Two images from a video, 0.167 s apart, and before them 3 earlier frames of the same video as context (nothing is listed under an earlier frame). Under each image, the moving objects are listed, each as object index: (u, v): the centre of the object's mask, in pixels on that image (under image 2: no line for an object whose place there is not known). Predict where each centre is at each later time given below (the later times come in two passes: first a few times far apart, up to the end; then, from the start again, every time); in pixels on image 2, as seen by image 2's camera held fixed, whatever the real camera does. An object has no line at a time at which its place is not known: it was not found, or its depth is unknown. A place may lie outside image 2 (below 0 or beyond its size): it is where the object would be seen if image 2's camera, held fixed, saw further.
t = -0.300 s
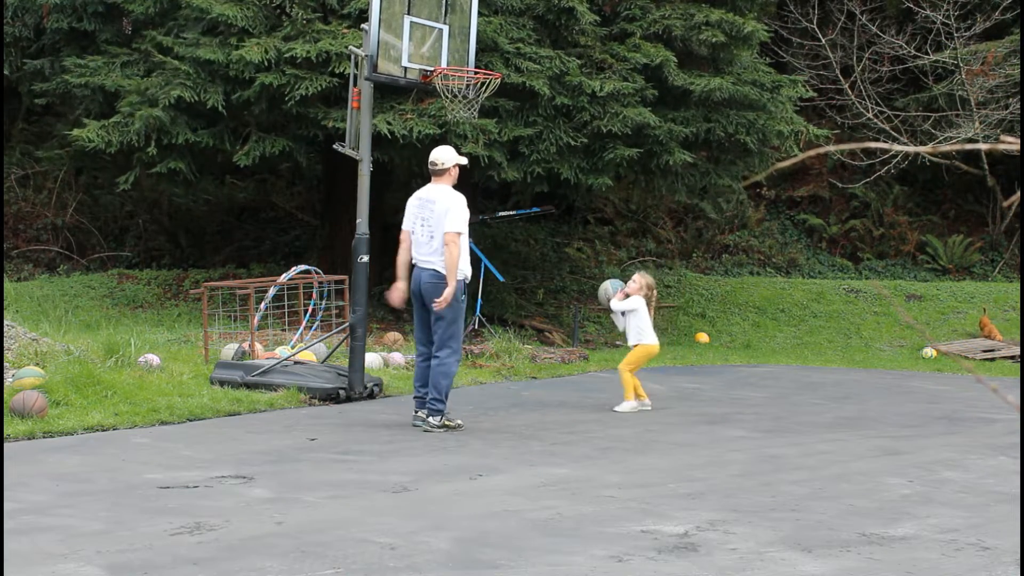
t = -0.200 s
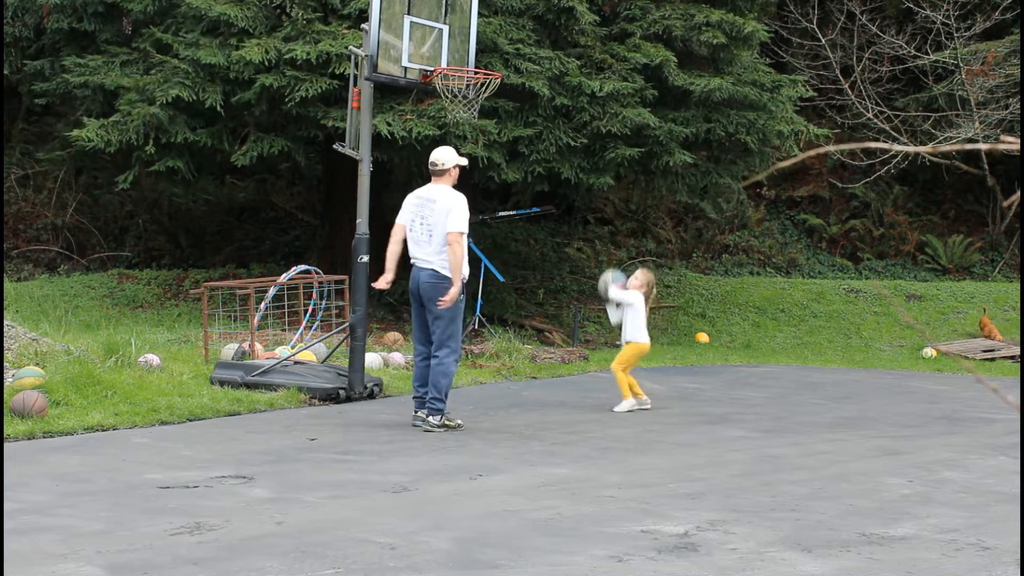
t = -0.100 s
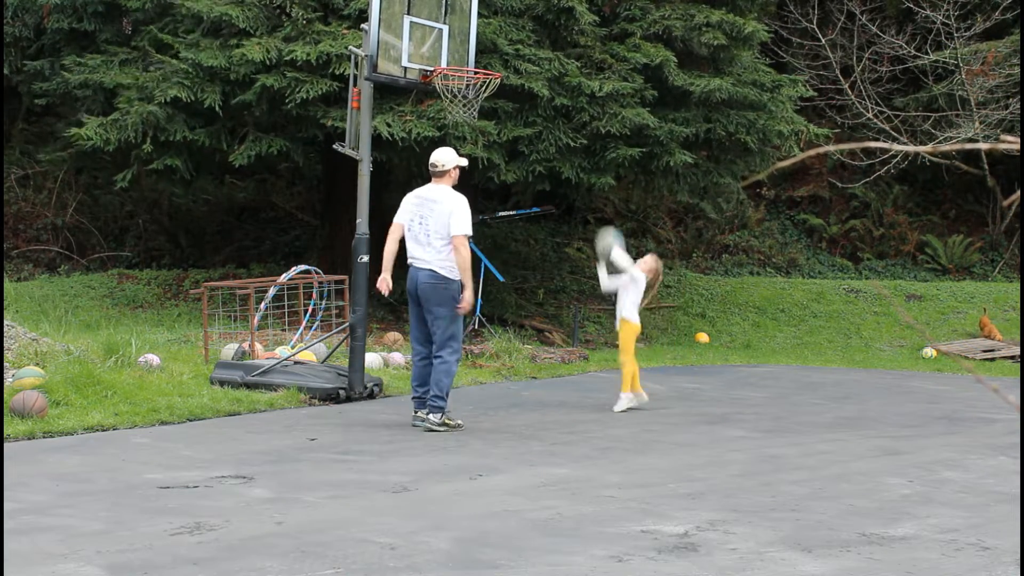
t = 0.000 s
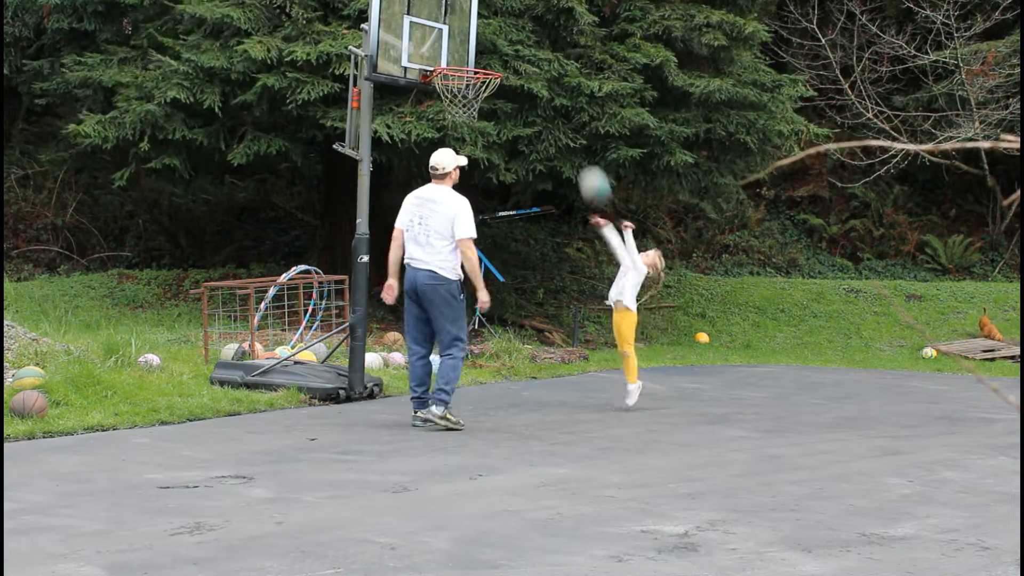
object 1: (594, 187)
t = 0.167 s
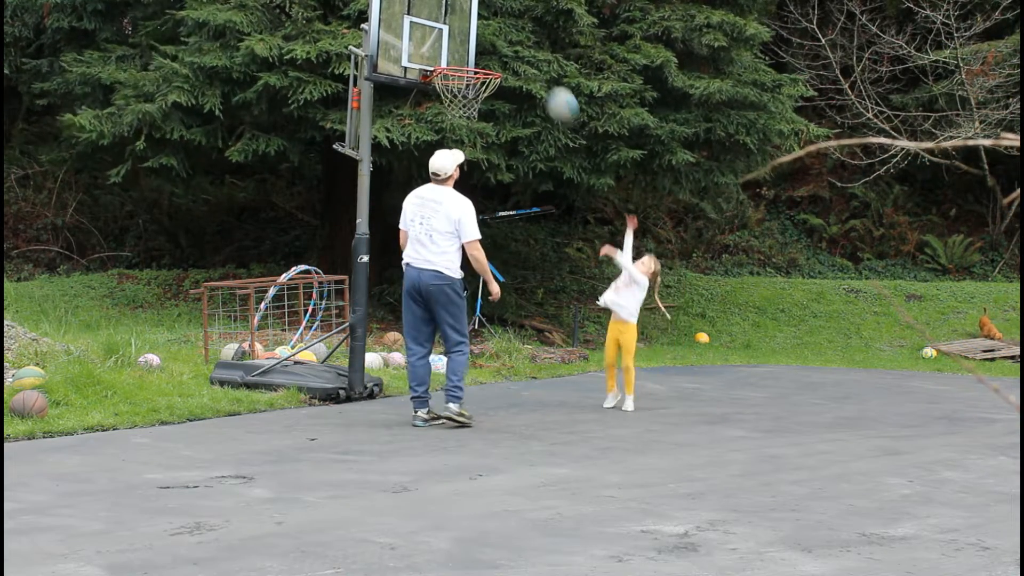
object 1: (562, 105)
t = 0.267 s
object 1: (542, 73)
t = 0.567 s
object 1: (475, 52)
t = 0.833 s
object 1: (459, 77)
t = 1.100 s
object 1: (476, 111)
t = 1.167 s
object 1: (475, 119)
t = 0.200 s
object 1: (555, 94)
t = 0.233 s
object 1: (549, 83)
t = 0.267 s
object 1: (542, 73)
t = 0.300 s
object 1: (534, 64)
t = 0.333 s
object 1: (527, 58)
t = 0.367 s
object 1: (520, 53)
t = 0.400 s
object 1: (512, 49)
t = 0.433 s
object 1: (505, 46)
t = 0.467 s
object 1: (497, 46)
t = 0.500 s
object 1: (491, 46)
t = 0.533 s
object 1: (483, 48)
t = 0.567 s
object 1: (475, 52)
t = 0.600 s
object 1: (467, 56)
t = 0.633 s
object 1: (463, 56)
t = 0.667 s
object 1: (459, 56)
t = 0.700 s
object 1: (455, 57)
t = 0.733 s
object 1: (452, 58)
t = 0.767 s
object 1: (453, 67)
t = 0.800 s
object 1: (457, 71)
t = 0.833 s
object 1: (459, 77)
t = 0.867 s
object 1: (463, 82)
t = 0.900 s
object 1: (466, 88)
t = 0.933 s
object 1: (467, 98)
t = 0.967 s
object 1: (470, 104)
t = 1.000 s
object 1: (473, 106)
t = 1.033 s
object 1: (475, 107)
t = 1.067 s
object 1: (475, 108)
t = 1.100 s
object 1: (476, 111)
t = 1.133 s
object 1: (476, 114)
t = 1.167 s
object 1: (475, 119)
